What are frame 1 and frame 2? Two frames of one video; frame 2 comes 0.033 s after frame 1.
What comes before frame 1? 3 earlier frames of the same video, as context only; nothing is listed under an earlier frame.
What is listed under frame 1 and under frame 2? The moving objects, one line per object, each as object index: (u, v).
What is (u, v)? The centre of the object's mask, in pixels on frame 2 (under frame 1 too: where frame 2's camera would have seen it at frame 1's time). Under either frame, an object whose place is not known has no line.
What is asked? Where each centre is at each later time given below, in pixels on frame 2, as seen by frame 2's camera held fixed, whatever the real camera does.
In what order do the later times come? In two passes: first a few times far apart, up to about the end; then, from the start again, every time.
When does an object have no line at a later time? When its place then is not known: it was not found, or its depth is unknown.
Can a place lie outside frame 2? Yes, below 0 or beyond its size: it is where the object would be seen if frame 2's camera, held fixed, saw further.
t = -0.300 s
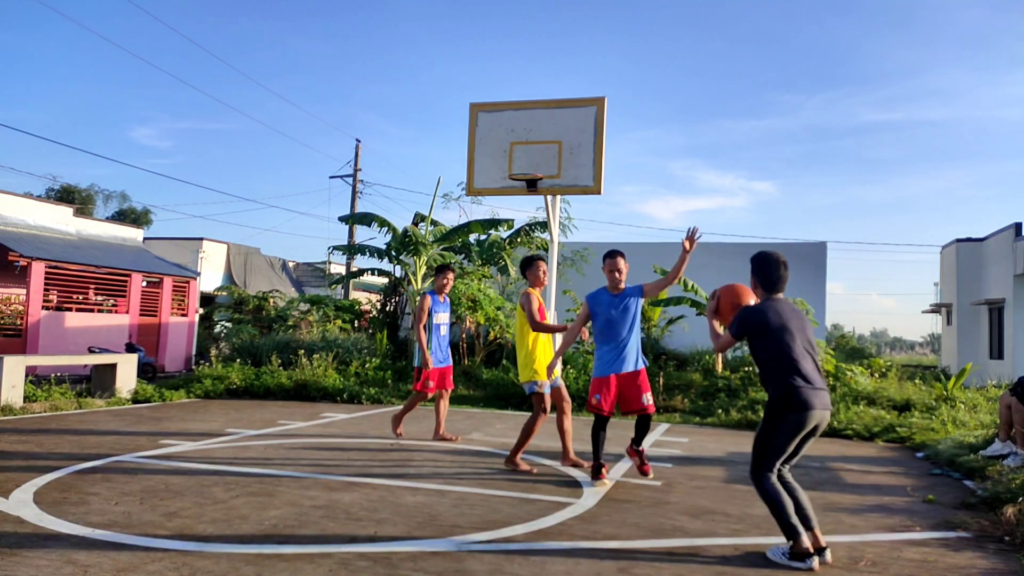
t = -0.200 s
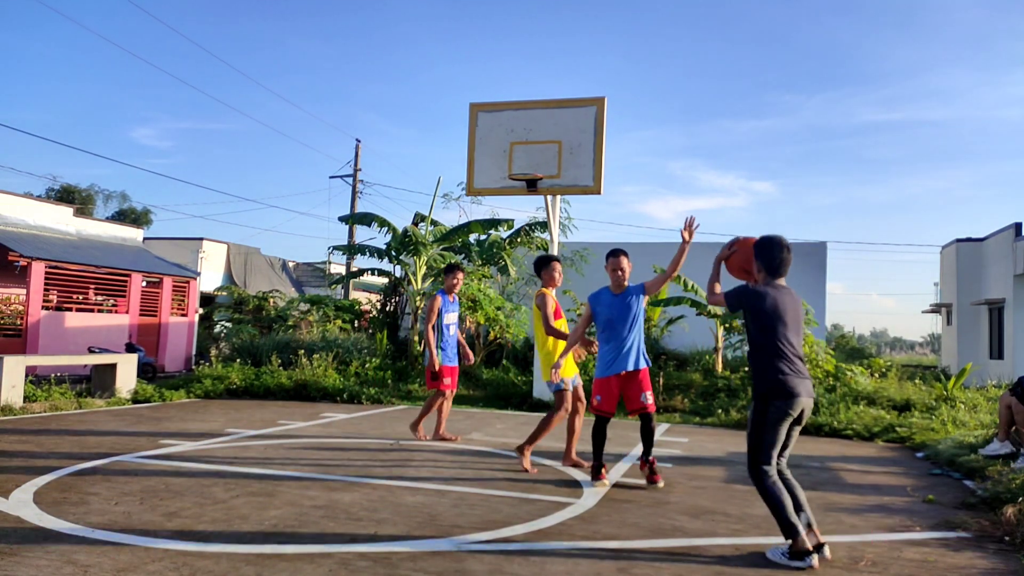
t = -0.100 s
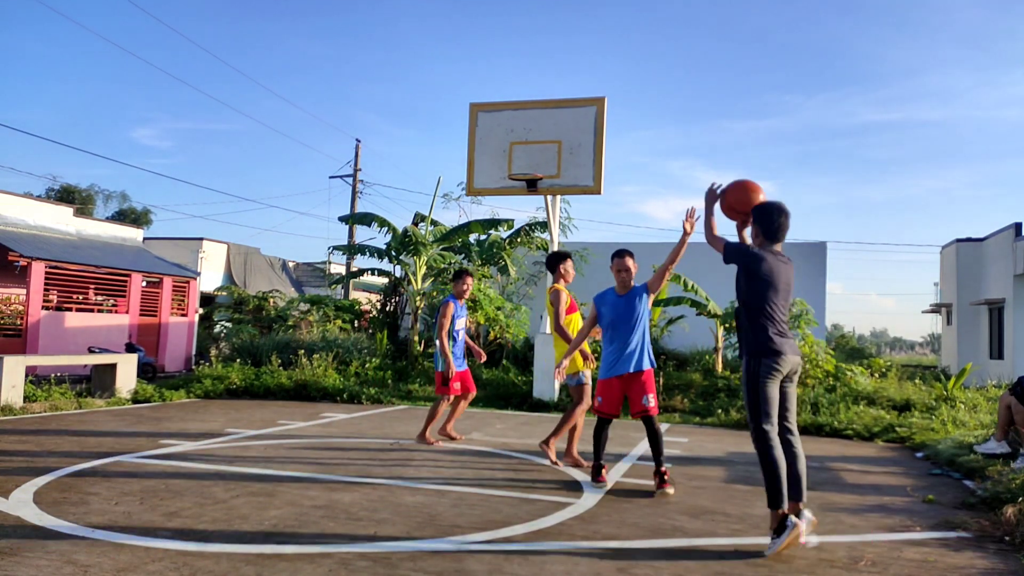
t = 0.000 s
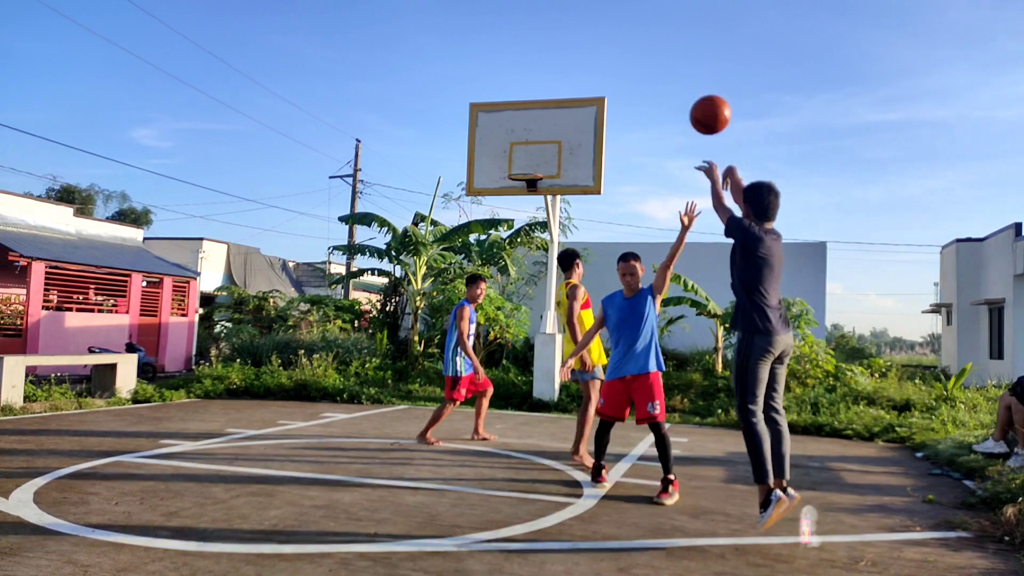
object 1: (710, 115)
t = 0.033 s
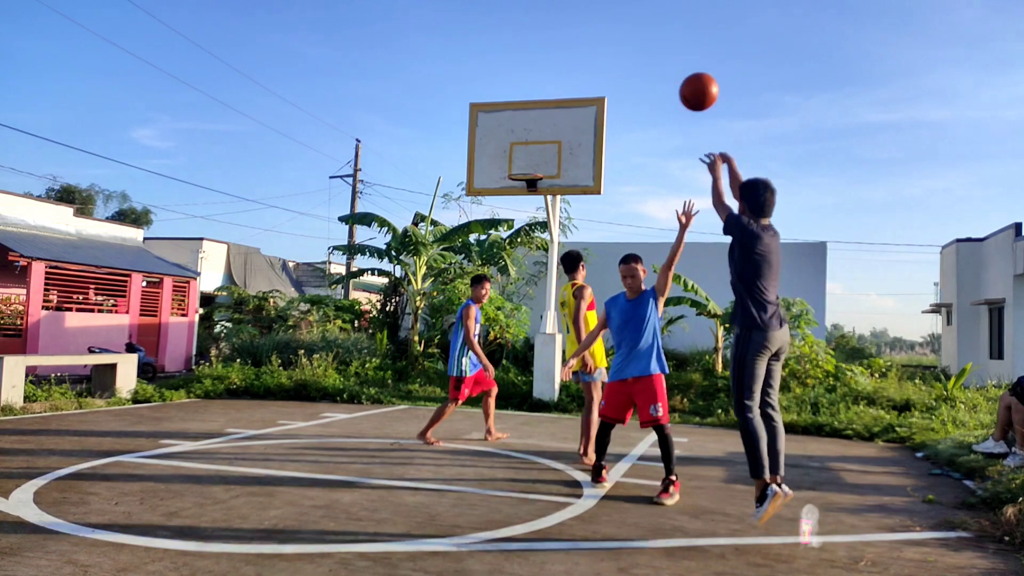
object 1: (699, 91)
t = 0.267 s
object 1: (636, 9)
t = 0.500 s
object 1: (593, 7)
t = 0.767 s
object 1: (556, 59)
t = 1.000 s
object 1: (531, 140)
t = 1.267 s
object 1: (517, 111)
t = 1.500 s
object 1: (506, 70)
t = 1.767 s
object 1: (492, 74)
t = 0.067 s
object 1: (688, 71)
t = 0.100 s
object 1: (678, 55)
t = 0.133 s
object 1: (668, 40)
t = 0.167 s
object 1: (659, 28)
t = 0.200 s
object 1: (651, 18)
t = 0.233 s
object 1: (643, 12)
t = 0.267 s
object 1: (636, 9)
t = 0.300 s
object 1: (629, 7)
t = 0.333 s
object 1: (622, 5)
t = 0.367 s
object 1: (616, 5)
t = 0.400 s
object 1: (610, 5)
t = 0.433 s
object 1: (604, 5)
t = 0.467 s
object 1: (599, 6)
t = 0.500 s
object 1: (593, 7)
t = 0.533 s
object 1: (588, 9)
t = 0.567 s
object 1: (583, 12)
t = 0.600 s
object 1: (578, 18)
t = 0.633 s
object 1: (574, 24)
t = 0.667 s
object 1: (569, 32)
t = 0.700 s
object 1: (565, 40)
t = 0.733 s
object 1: (560, 49)
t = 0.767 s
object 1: (556, 59)
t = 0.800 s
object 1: (552, 69)
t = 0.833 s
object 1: (548, 80)
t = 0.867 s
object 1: (545, 91)
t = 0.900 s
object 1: (541, 103)
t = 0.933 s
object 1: (538, 115)
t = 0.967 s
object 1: (534, 127)
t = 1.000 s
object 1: (531, 140)
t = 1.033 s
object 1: (527, 154)
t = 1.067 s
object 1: (524, 168)
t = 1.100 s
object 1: (522, 164)
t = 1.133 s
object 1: (521, 152)
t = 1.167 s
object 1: (520, 141)
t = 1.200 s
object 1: (519, 130)
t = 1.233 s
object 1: (518, 120)
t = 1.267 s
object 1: (517, 111)
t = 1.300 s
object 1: (515, 103)
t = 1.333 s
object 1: (513, 95)
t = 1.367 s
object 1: (512, 89)
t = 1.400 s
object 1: (511, 83)
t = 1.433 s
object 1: (509, 78)
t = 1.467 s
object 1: (508, 73)
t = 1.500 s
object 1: (506, 70)
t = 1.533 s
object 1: (505, 68)
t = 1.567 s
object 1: (503, 66)
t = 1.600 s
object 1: (501, 65)
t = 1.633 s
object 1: (500, 65)
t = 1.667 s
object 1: (498, 66)
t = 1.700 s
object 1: (496, 67)
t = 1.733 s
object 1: (494, 70)
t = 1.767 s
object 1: (492, 74)
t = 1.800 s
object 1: (490, 78)
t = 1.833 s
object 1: (488, 84)
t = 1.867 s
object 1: (486, 90)
